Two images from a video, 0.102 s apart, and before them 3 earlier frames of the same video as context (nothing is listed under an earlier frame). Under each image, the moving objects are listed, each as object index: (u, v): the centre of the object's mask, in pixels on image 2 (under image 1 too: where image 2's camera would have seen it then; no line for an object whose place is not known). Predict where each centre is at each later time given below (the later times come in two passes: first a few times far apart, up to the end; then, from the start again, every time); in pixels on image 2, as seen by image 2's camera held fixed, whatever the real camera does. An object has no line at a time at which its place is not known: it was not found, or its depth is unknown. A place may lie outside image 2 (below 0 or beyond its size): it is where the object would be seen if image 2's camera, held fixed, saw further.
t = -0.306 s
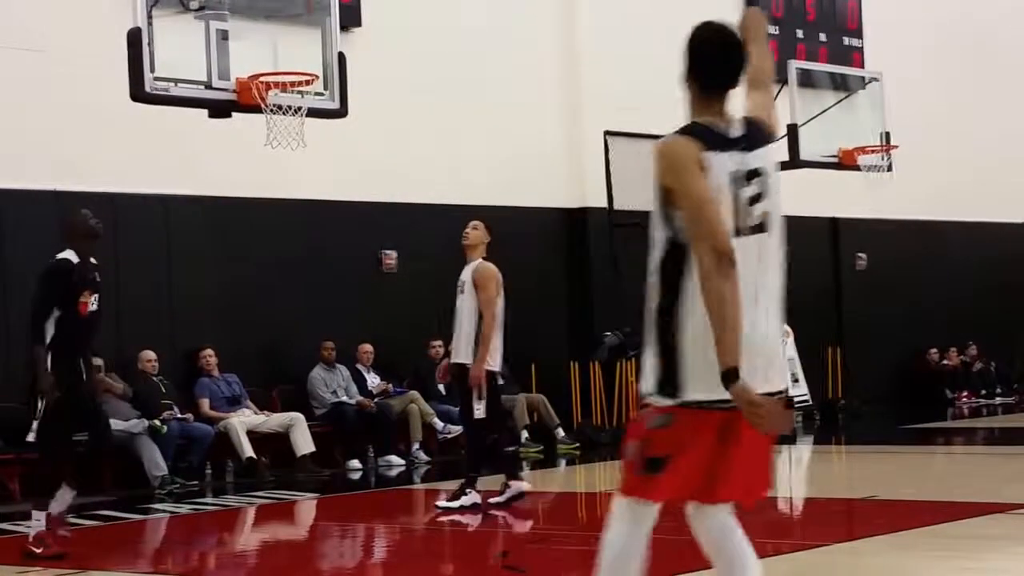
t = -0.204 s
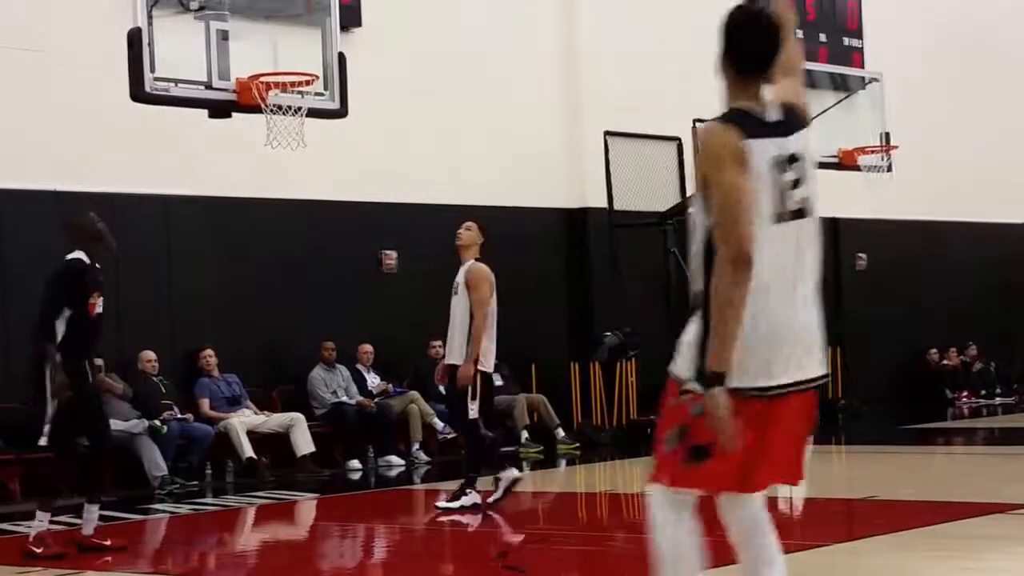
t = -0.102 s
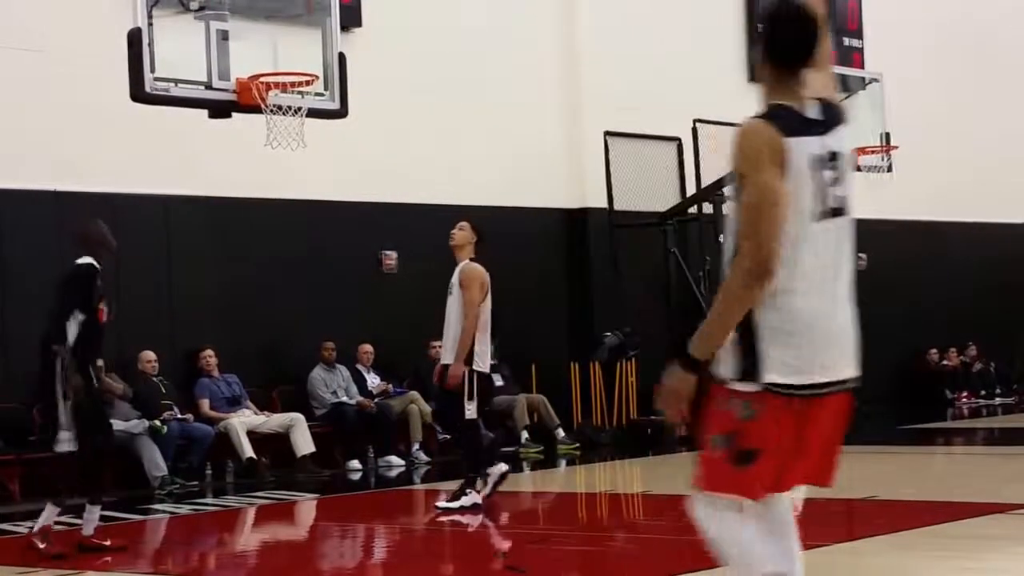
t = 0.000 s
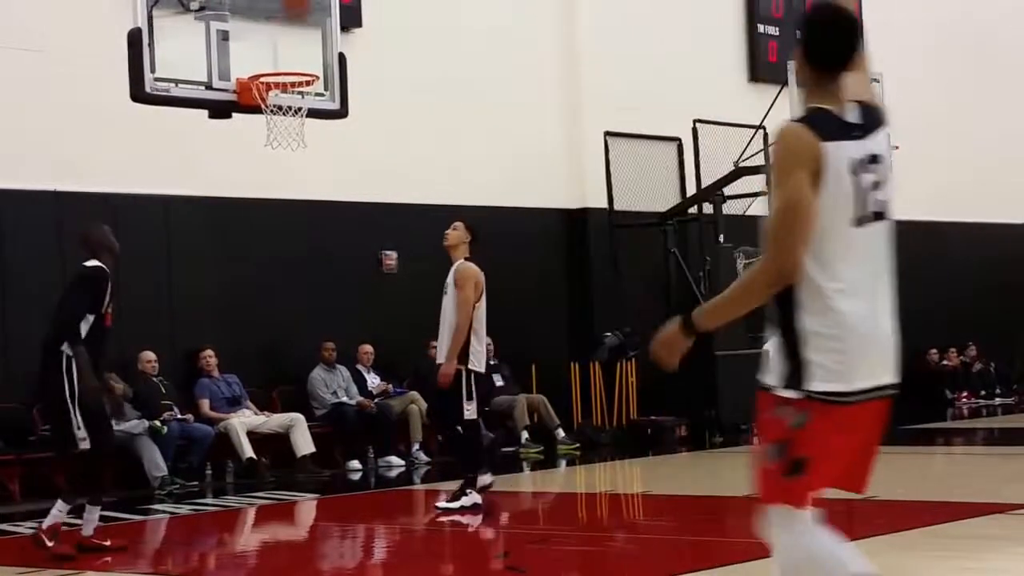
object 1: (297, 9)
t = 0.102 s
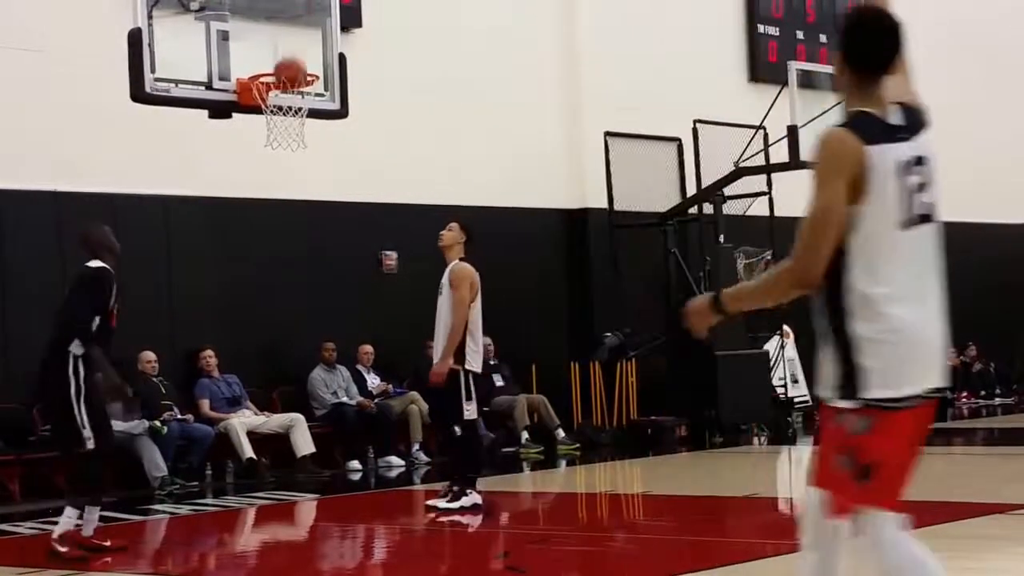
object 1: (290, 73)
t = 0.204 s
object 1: (272, 82)
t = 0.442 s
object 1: (314, 114)
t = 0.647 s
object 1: (311, 138)
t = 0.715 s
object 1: (304, 151)
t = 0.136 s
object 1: (285, 82)
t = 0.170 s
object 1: (278, 82)
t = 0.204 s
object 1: (272, 82)
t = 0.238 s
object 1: (275, 84)
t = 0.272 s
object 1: (281, 91)
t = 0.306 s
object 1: (293, 99)
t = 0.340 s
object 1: (301, 105)
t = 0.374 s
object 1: (307, 110)
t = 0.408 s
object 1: (312, 113)
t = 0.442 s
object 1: (314, 114)
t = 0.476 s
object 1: (314, 114)
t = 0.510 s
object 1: (314, 116)
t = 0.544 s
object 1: (313, 119)
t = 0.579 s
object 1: (316, 130)
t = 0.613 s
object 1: (315, 133)
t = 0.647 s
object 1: (311, 138)
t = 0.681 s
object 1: (306, 141)
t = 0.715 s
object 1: (304, 151)
